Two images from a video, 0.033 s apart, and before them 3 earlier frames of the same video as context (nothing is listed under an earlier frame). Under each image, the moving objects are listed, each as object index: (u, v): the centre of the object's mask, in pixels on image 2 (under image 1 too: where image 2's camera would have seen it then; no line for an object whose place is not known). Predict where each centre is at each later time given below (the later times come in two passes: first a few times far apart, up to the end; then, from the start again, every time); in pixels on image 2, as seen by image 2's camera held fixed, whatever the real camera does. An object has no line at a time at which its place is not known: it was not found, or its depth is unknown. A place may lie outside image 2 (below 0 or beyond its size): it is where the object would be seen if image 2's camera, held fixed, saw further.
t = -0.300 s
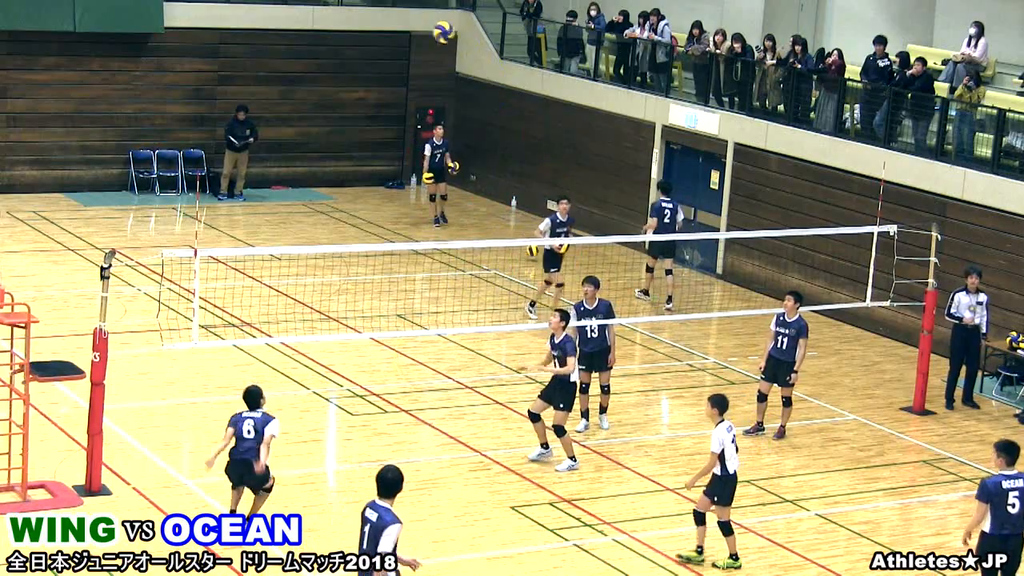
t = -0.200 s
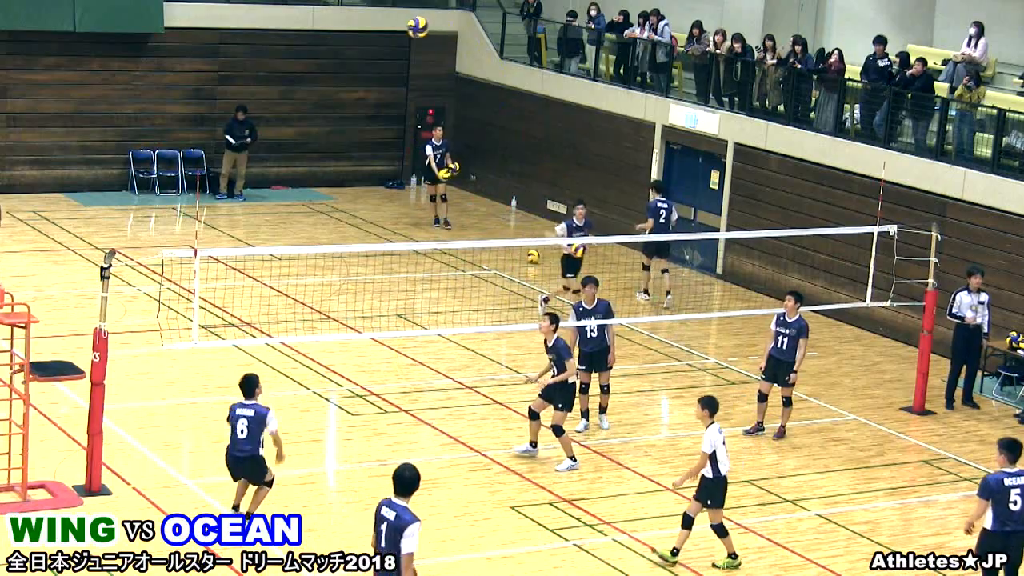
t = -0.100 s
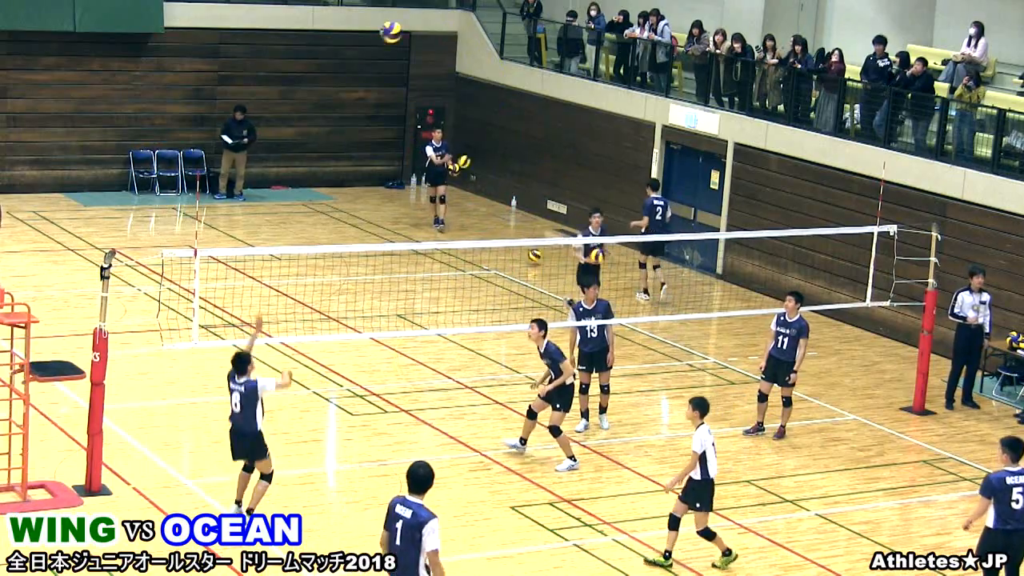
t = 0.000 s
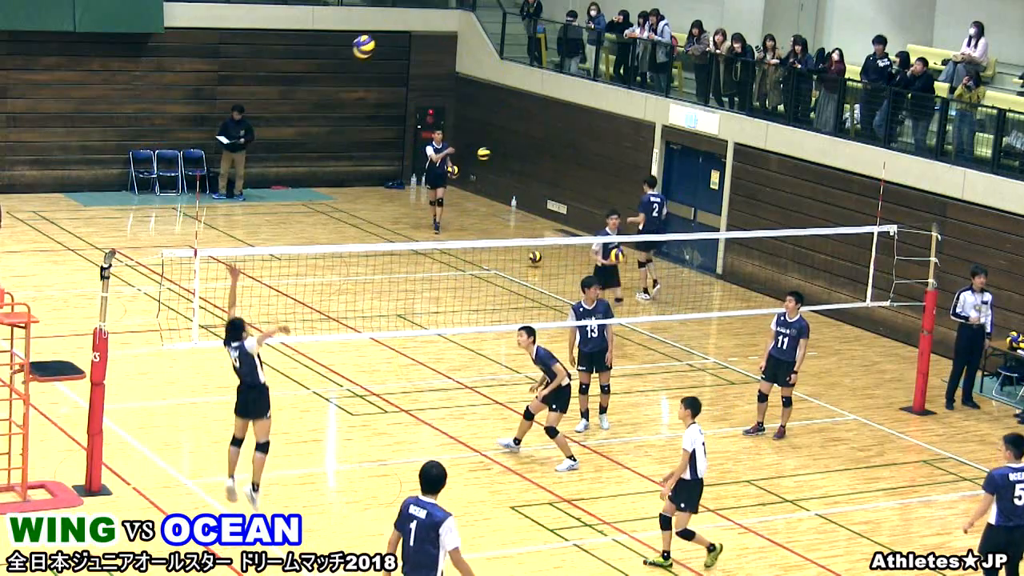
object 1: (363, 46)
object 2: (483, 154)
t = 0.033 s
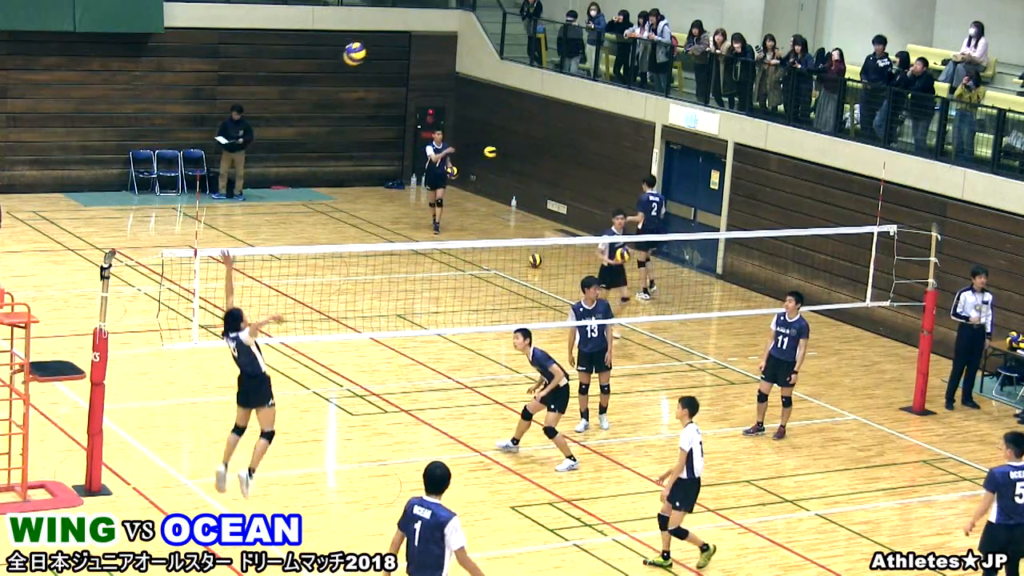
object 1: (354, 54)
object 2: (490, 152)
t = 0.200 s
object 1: (307, 105)
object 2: (521, 155)
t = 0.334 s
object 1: (268, 166)
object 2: (546, 169)
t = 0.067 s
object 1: (345, 62)
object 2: (496, 152)
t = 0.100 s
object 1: (335, 71)
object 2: (503, 151)
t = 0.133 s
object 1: (326, 81)
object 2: (508, 152)
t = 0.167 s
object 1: (316, 93)
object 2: (515, 153)
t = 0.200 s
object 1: (307, 105)
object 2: (521, 155)
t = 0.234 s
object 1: (297, 119)
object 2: (527, 157)
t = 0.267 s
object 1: (288, 134)
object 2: (534, 160)
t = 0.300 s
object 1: (278, 149)
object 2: (540, 163)
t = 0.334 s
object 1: (268, 166)
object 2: (546, 169)
